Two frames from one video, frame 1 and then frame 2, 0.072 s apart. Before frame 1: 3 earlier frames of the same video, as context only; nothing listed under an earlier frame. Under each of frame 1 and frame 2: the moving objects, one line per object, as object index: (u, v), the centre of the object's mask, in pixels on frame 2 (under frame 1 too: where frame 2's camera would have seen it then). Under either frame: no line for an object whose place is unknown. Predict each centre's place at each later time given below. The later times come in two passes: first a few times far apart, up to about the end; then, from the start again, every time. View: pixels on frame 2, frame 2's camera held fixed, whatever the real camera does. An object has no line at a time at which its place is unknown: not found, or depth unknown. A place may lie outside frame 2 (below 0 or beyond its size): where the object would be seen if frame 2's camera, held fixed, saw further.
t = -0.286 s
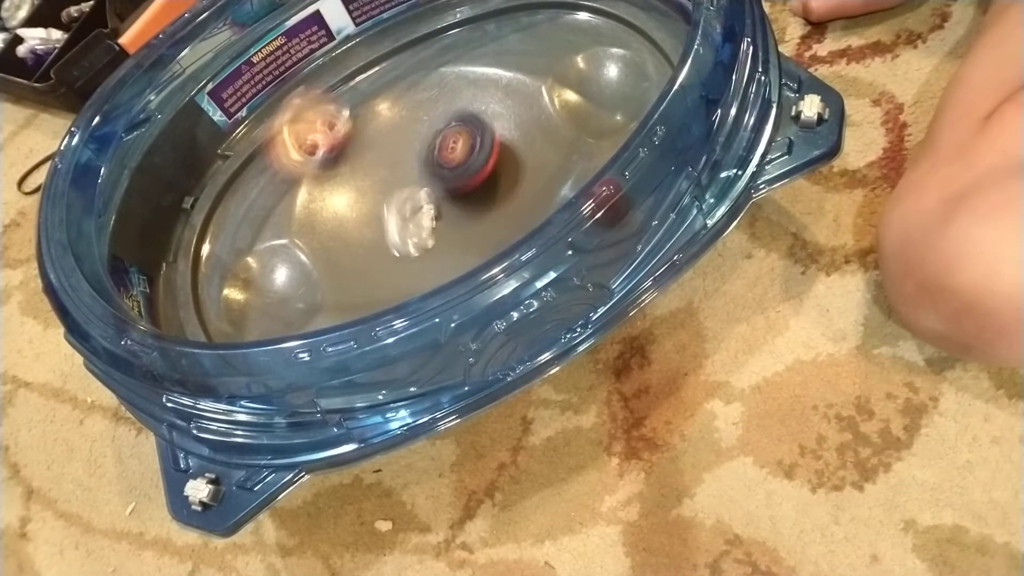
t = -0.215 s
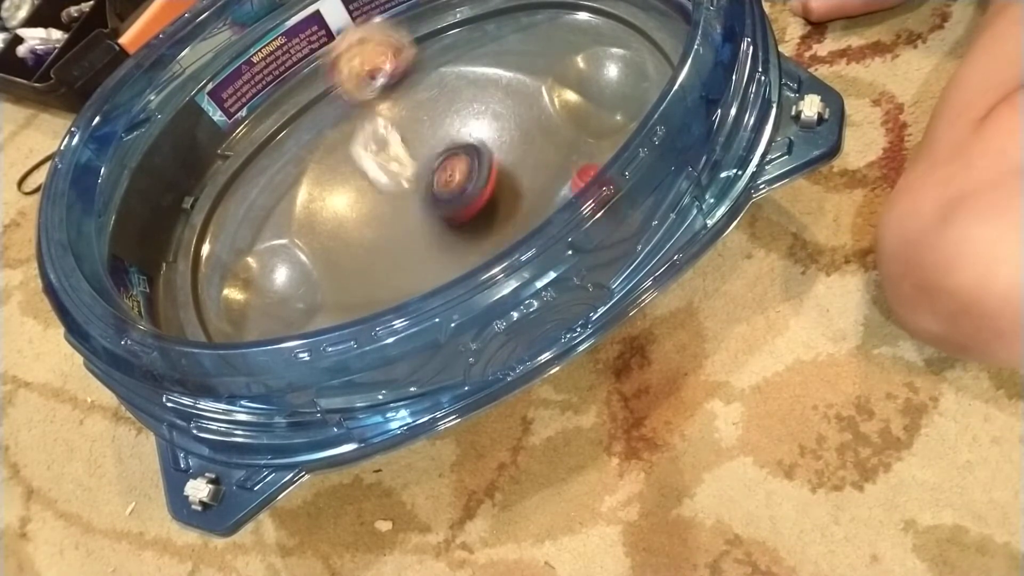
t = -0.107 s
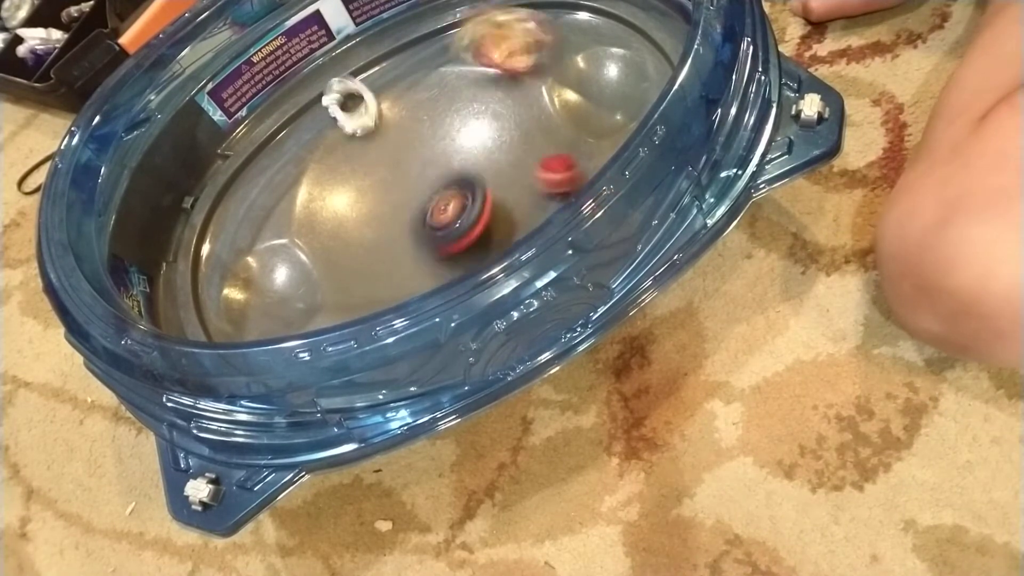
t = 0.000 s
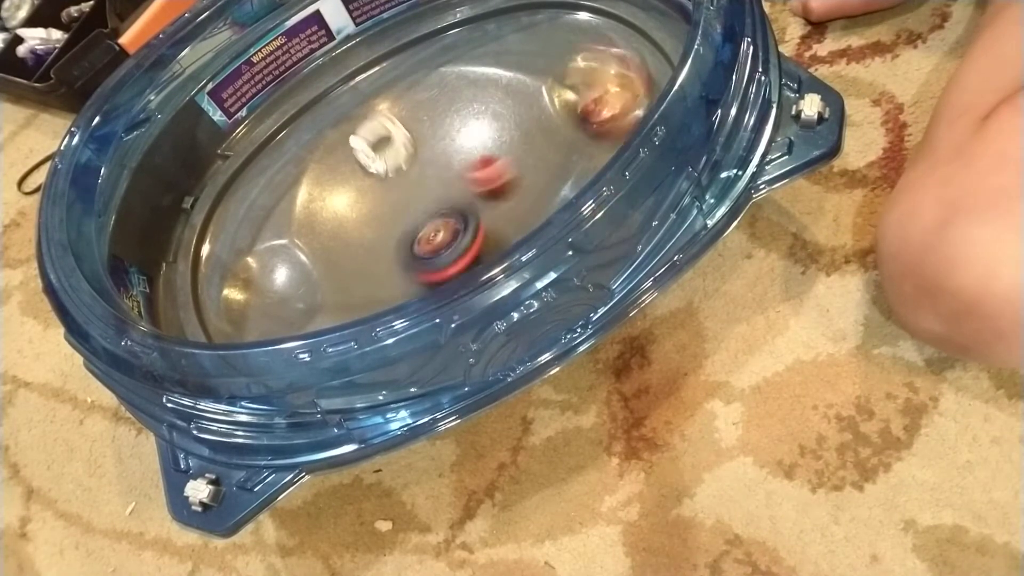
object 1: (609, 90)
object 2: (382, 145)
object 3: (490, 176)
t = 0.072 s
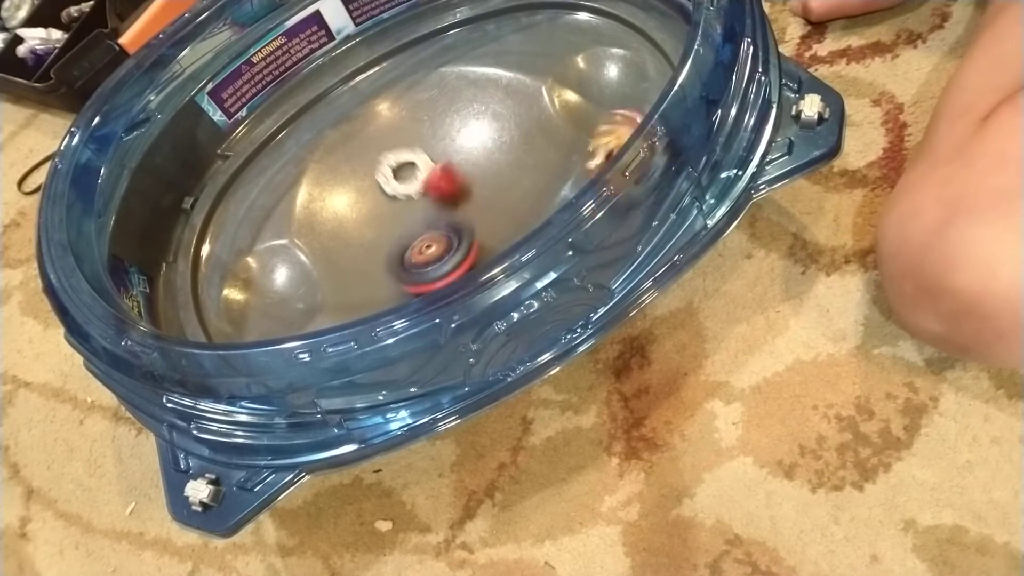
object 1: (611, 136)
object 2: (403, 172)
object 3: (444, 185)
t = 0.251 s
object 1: (485, 248)
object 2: (419, 177)
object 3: (430, 214)
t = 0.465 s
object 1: (492, 245)
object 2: (423, 187)
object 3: (434, 217)
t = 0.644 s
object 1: (489, 244)
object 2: (450, 186)
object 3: (475, 210)
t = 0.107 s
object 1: (589, 167)
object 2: (409, 178)
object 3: (436, 200)
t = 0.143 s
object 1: (559, 195)
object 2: (417, 186)
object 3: (432, 217)
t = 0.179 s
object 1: (513, 230)
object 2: (420, 187)
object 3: (431, 216)
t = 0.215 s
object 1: (492, 243)
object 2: (420, 178)
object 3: (431, 214)
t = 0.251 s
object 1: (485, 248)
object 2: (419, 177)
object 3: (430, 214)
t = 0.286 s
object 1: (493, 248)
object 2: (422, 187)
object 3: (432, 217)
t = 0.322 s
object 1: (496, 247)
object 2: (423, 187)
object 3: (433, 218)
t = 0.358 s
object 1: (495, 246)
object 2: (422, 187)
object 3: (433, 216)
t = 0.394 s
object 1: (495, 246)
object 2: (423, 187)
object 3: (433, 216)
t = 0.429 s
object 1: (494, 245)
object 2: (423, 187)
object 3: (434, 217)
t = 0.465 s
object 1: (492, 245)
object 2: (423, 187)
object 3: (434, 217)
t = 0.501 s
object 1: (491, 245)
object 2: (425, 178)
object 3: (433, 216)
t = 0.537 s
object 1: (490, 245)
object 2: (425, 186)
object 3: (433, 216)
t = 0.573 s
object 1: (489, 244)
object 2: (426, 187)
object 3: (444, 218)
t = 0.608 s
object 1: (489, 244)
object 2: (437, 189)
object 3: (465, 217)
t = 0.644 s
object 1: (489, 244)
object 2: (450, 186)
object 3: (475, 210)
